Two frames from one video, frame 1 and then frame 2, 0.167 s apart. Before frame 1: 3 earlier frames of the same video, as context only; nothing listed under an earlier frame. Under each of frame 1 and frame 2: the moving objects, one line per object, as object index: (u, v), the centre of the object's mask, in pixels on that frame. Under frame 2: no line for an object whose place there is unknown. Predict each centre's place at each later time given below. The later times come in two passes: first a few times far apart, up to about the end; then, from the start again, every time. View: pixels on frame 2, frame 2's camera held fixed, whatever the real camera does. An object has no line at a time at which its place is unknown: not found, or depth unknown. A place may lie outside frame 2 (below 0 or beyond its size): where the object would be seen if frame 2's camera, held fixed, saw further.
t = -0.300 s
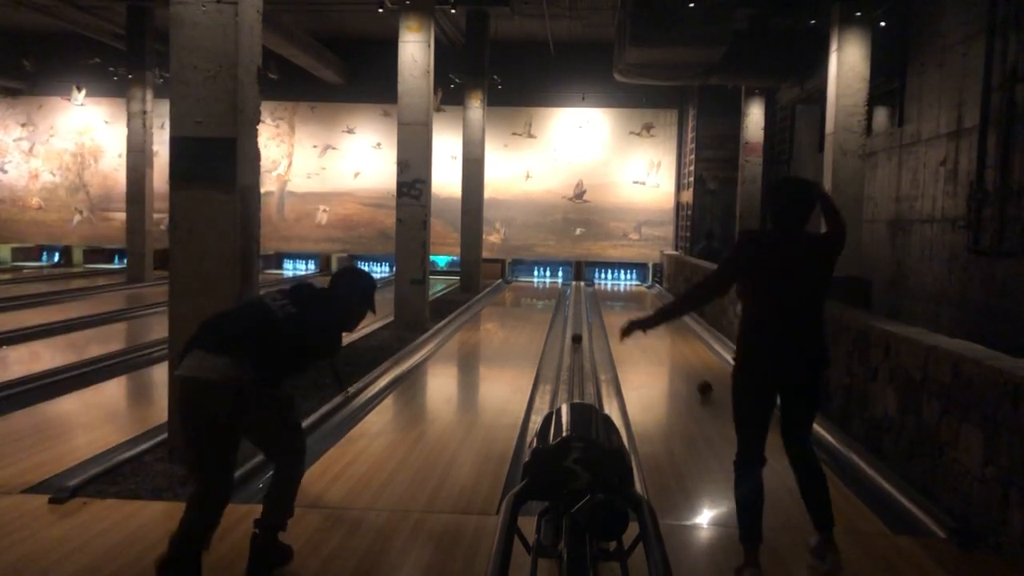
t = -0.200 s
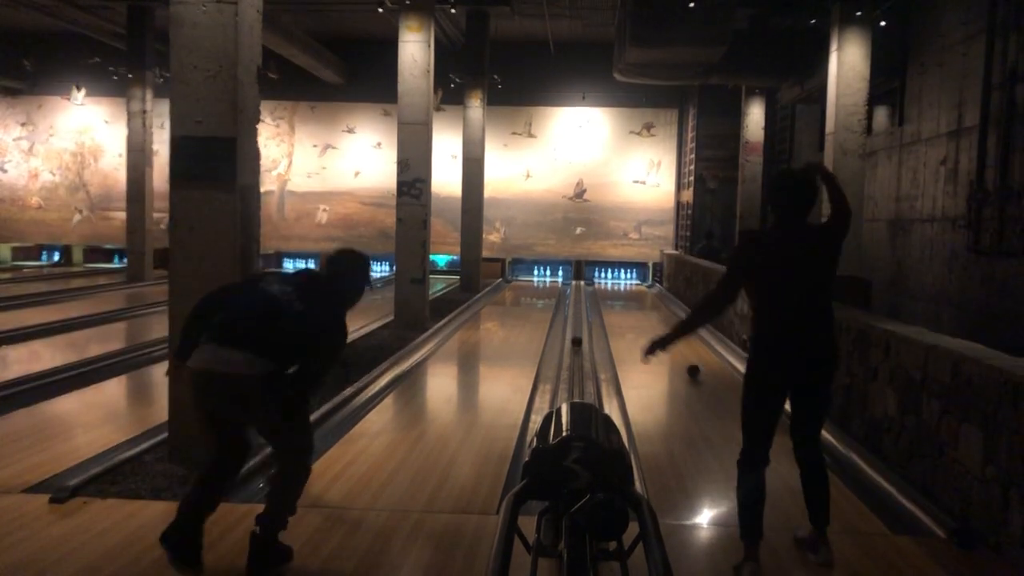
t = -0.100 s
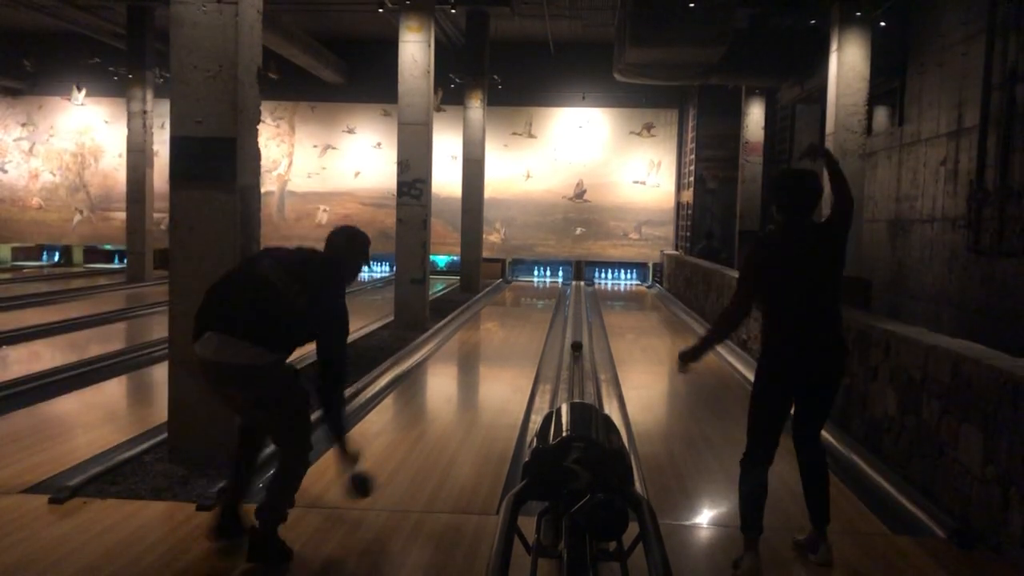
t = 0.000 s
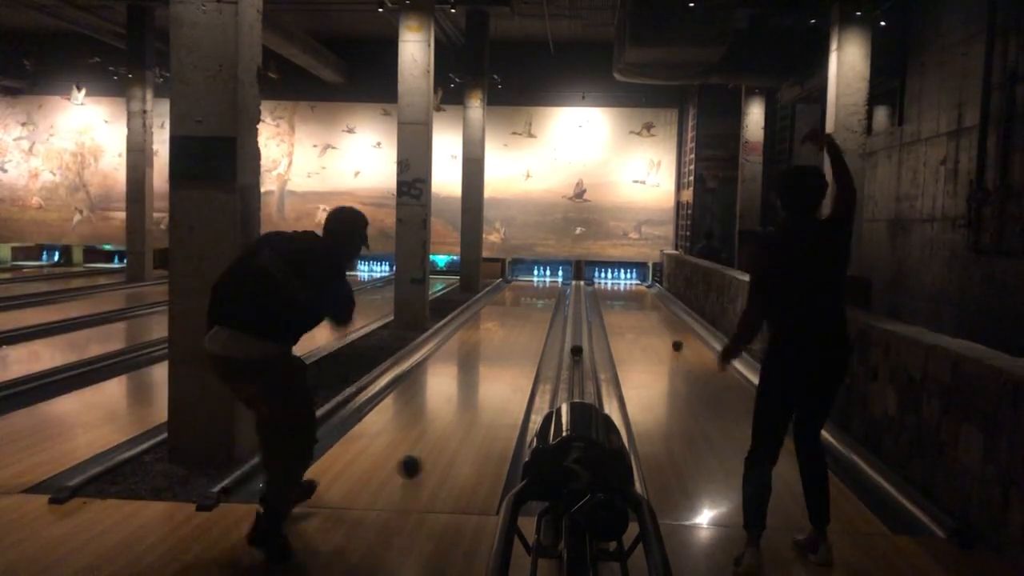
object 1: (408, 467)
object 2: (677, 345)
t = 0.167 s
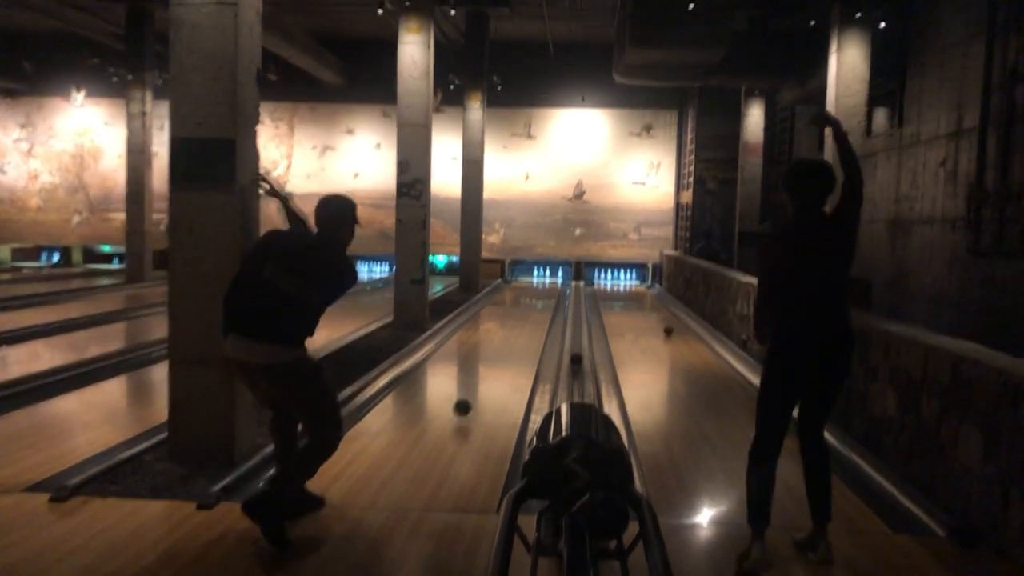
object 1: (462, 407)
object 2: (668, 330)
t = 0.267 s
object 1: (482, 388)
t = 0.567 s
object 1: (521, 346)
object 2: (656, 309)
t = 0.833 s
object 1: (541, 323)
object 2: (652, 298)
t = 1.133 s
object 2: (648, 290)
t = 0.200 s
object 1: (468, 404)
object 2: (667, 329)
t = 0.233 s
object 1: (475, 395)
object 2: (665, 326)
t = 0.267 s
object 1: (482, 388)
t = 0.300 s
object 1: (488, 383)
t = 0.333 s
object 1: (493, 376)
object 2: (661, 320)
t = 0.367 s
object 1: (498, 371)
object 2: (661, 318)
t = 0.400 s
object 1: (502, 366)
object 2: (660, 317)
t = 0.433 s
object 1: (507, 361)
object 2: (659, 315)
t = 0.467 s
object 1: (510, 357)
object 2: (658, 313)
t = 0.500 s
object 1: (514, 353)
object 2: (657, 312)
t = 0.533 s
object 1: (518, 349)
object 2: (656, 310)
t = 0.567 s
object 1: (521, 346)
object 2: (656, 309)
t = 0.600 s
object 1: (524, 342)
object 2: (655, 307)
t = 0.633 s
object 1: (527, 339)
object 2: (654, 306)
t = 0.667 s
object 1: (530, 336)
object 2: (654, 305)
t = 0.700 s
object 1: (532, 333)
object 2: (653, 303)
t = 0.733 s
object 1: (534, 331)
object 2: (653, 302)
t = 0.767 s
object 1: (536, 328)
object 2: (652, 301)
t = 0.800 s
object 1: (539, 326)
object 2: (652, 299)
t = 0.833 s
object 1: (541, 323)
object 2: (652, 298)
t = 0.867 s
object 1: (543, 322)
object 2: (651, 298)
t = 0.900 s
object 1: (544, 319)
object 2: (651, 297)
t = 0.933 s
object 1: (546, 317)
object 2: (651, 296)
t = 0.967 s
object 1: (548, 315)
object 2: (650, 294)
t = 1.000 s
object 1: (550, 314)
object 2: (650, 294)
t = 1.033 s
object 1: (551, 312)
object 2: (650, 293)
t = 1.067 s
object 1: (552, 311)
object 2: (649, 292)
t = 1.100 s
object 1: (553, 309)
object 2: (649, 291)
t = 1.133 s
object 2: (648, 290)
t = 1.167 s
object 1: (557, 309)
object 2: (648, 290)
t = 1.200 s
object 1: (559, 308)
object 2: (648, 289)
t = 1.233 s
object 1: (562, 307)
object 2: (647, 289)
